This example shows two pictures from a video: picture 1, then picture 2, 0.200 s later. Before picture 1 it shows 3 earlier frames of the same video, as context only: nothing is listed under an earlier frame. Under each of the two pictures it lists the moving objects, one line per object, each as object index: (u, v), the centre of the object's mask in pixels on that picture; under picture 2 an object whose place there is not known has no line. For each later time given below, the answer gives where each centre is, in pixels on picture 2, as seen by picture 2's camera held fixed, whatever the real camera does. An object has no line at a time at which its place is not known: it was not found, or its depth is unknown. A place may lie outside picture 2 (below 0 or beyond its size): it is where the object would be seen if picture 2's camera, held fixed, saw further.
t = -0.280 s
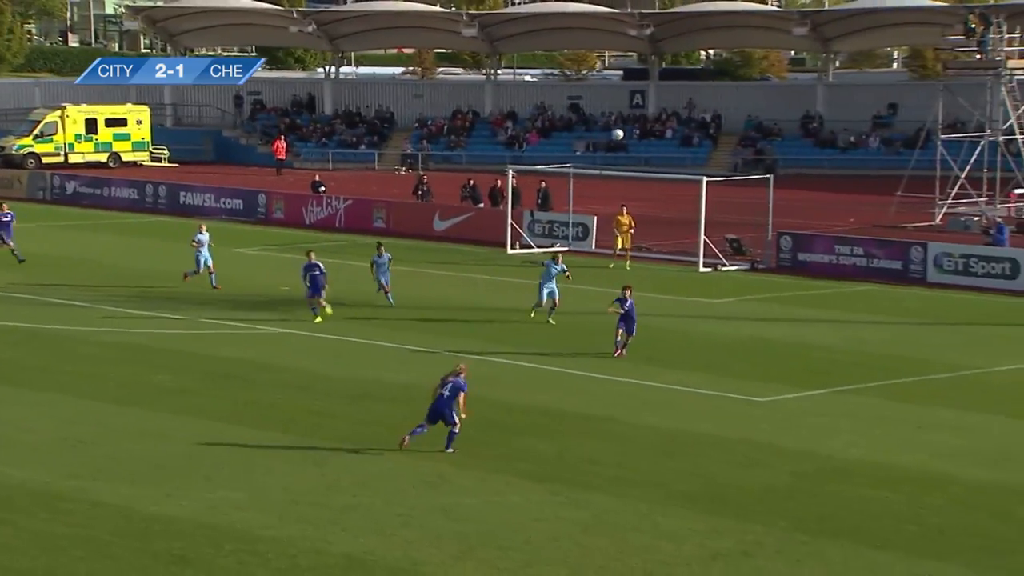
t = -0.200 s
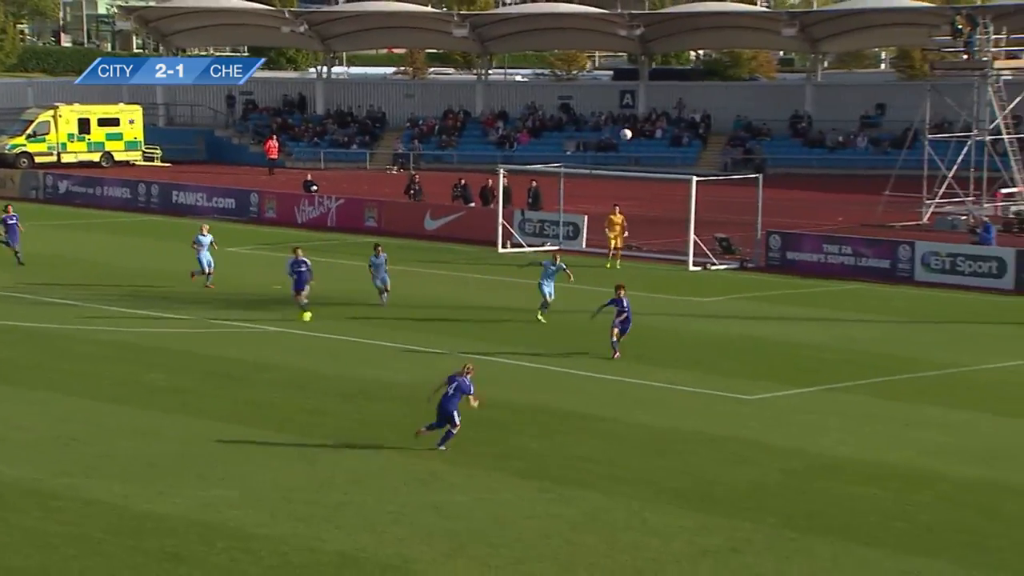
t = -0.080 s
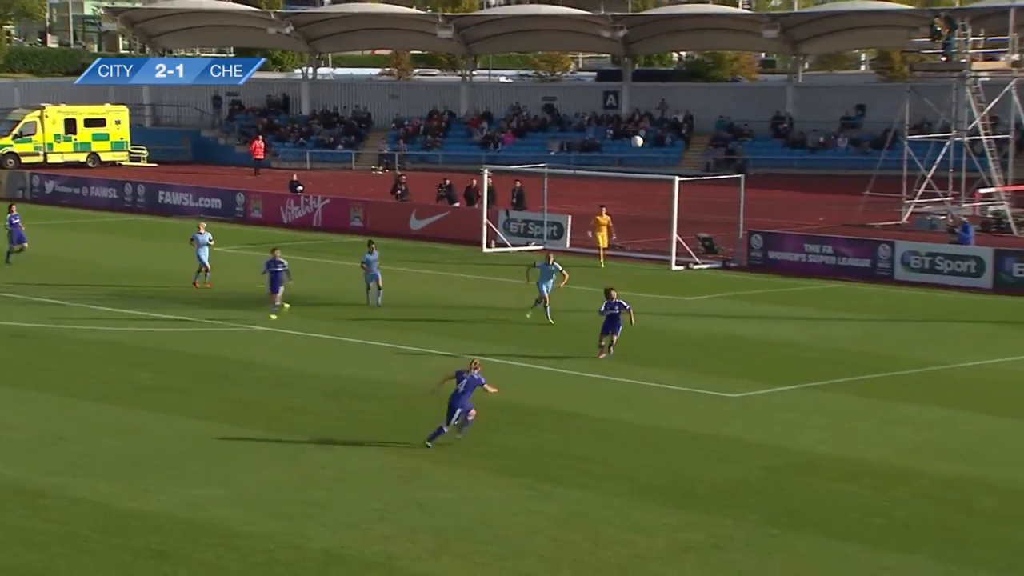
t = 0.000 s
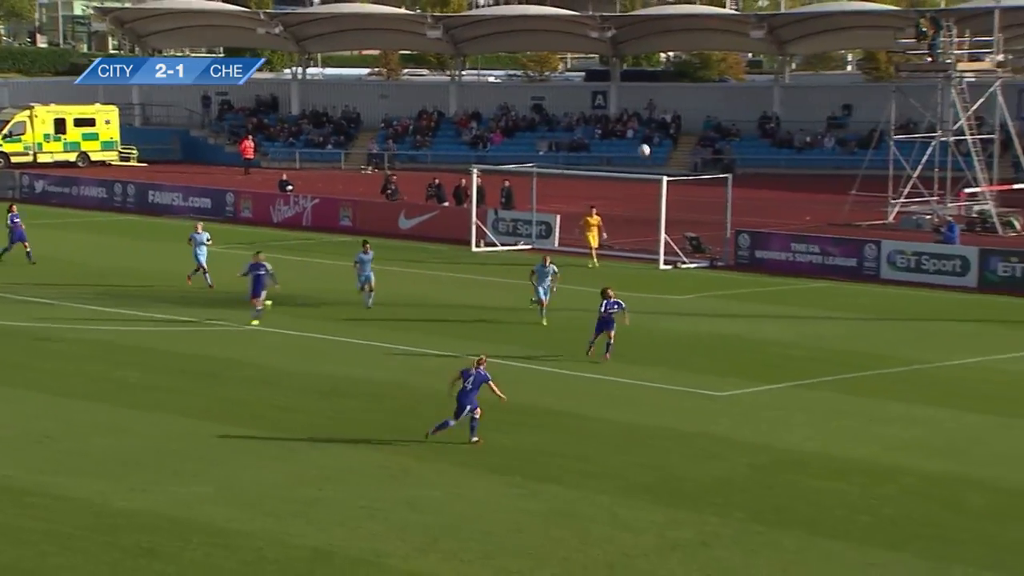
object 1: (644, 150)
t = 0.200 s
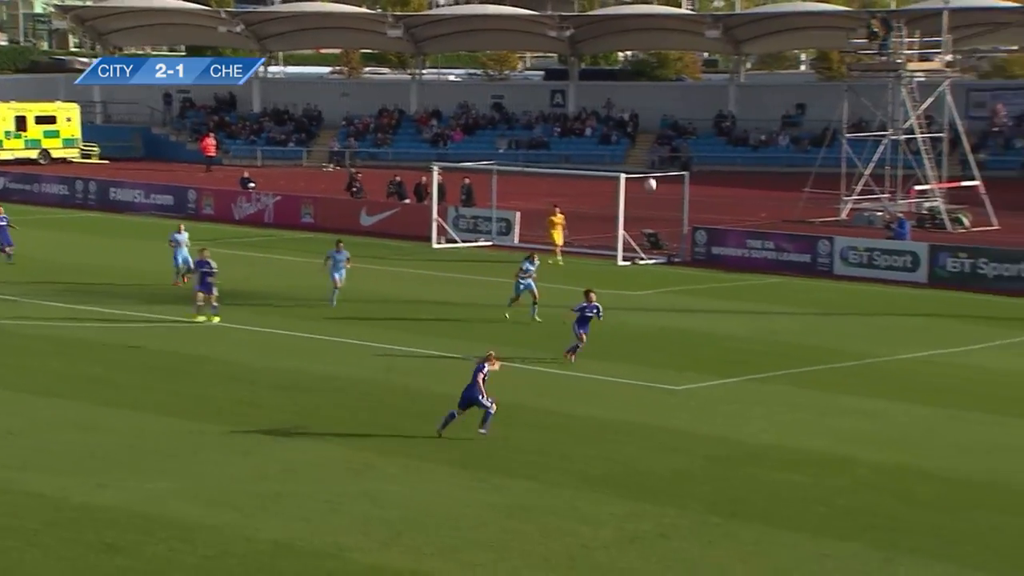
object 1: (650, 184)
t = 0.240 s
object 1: (661, 194)
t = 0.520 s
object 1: (732, 289)
